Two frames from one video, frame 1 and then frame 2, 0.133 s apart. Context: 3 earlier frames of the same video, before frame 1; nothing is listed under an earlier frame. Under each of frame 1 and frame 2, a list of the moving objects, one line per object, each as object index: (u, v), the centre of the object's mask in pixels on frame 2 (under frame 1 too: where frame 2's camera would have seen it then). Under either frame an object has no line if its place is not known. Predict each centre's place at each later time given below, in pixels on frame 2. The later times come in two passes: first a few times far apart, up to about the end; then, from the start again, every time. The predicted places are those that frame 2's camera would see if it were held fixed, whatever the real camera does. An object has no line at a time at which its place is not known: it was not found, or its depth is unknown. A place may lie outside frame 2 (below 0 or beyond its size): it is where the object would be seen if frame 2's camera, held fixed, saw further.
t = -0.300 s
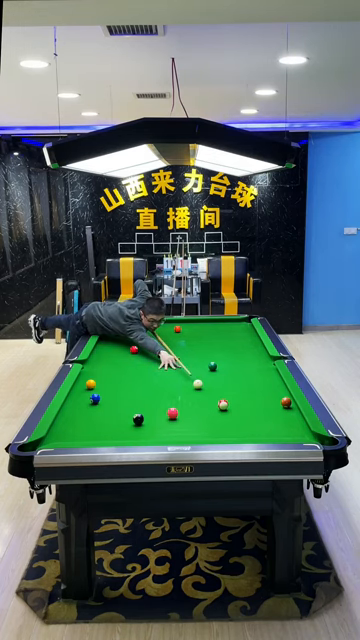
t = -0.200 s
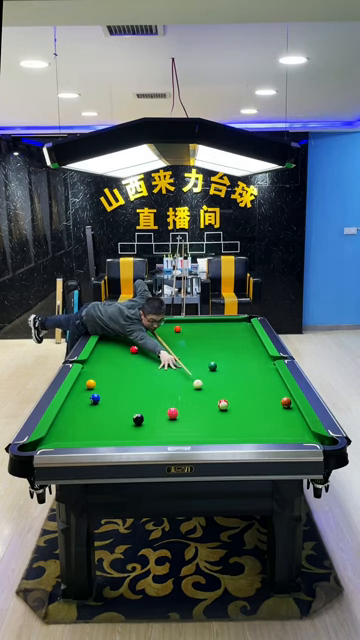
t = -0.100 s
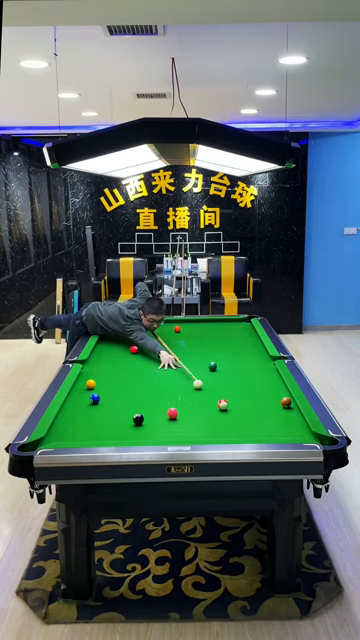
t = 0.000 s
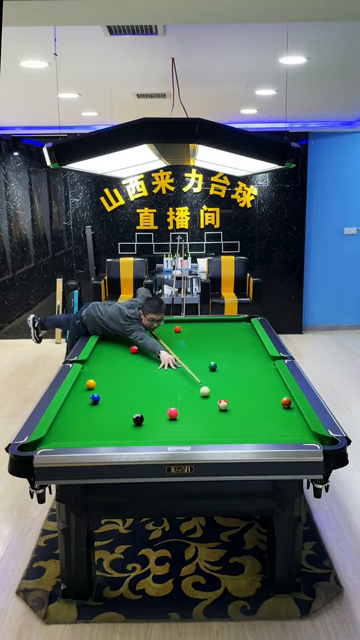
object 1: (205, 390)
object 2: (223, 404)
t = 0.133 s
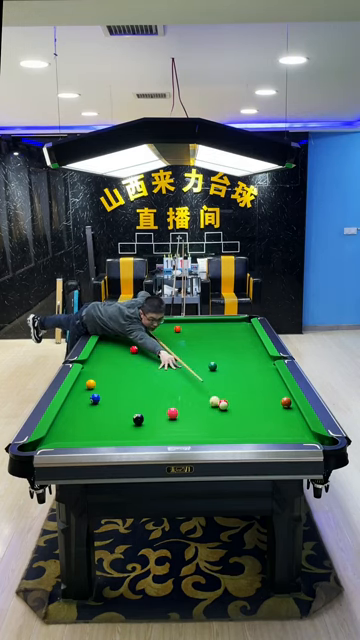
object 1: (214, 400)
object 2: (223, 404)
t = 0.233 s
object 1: (210, 404)
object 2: (235, 409)
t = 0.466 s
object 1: (203, 414)
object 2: (258, 418)
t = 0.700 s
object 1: (196, 424)
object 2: (283, 427)
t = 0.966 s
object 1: (187, 434)
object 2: (313, 436)
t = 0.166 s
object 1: (213, 402)
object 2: (226, 405)
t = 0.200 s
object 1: (212, 403)
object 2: (230, 406)
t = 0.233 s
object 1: (210, 404)
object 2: (235, 409)
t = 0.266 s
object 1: (209, 406)
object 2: (238, 410)
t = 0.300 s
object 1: (208, 407)
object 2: (241, 411)
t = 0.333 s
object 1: (207, 409)
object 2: (245, 412)
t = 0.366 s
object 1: (206, 410)
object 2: (248, 413)
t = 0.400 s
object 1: (205, 411)
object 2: (251, 415)
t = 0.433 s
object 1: (204, 413)
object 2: (255, 416)
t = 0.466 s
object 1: (203, 414)
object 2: (258, 418)
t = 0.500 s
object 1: (202, 415)
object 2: (262, 419)
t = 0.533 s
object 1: (201, 417)
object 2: (265, 420)
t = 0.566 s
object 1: (200, 418)
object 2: (269, 422)
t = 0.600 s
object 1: (199, 419)
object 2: (272, 423)
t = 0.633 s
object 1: (198, 421)
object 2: (275, 424)
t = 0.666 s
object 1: (197, 422)
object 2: (279, 426)
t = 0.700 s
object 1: (196, 424)
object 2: (283, 427)
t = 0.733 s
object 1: (195, 425)
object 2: (287, 429)
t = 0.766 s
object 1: (194, 427)
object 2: (290, 429)
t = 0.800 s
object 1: (193, 428)
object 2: (294, 431)
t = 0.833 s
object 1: (191, 429)
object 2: (298, 432)
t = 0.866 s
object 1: (190, 431)
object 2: (301, 433)
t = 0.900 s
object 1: (189, 432)
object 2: (305, 434)
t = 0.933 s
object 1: (188, 433)
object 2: (309, 435)
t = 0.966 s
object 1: (187, 434)
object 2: (313, 436)
